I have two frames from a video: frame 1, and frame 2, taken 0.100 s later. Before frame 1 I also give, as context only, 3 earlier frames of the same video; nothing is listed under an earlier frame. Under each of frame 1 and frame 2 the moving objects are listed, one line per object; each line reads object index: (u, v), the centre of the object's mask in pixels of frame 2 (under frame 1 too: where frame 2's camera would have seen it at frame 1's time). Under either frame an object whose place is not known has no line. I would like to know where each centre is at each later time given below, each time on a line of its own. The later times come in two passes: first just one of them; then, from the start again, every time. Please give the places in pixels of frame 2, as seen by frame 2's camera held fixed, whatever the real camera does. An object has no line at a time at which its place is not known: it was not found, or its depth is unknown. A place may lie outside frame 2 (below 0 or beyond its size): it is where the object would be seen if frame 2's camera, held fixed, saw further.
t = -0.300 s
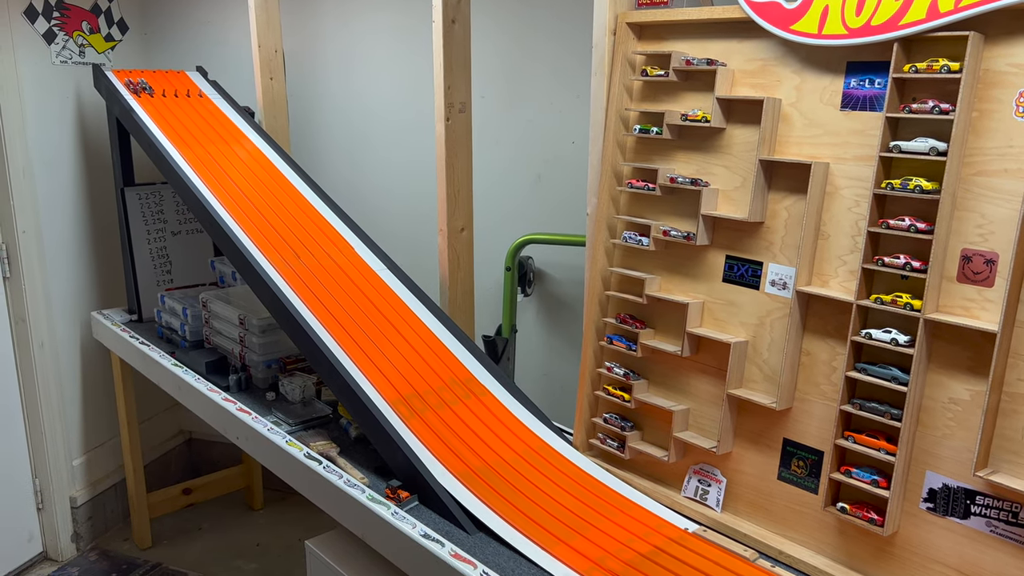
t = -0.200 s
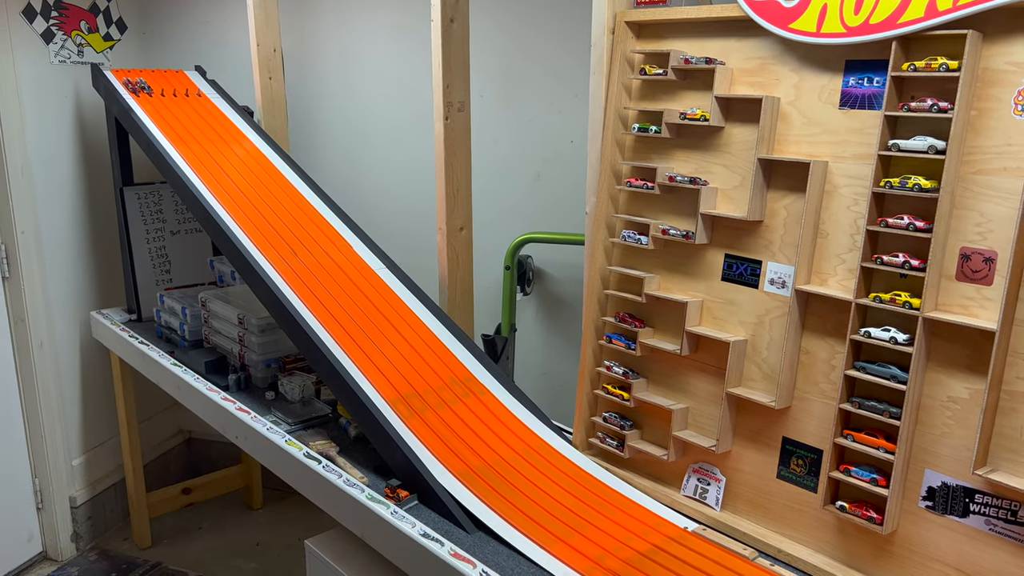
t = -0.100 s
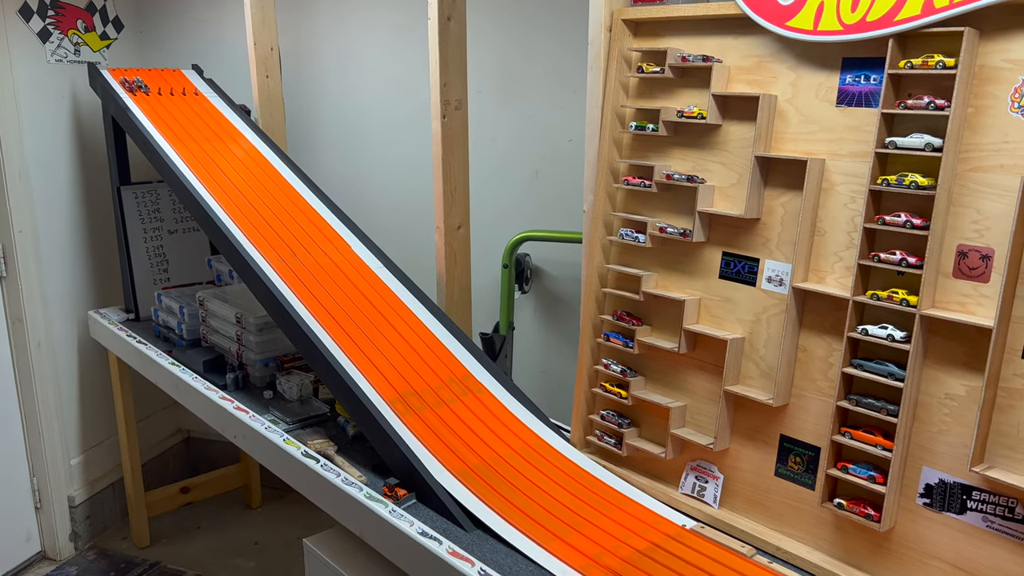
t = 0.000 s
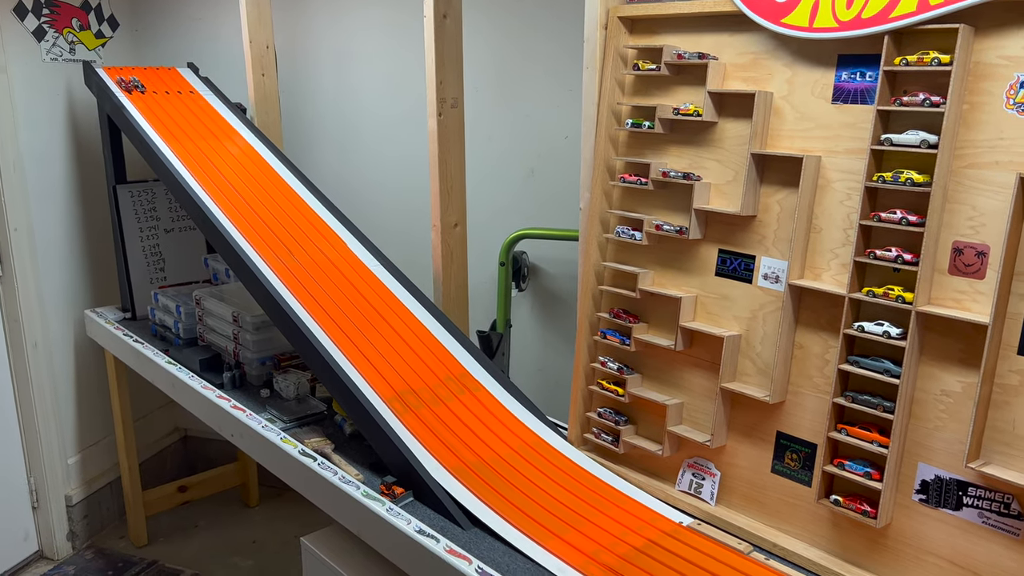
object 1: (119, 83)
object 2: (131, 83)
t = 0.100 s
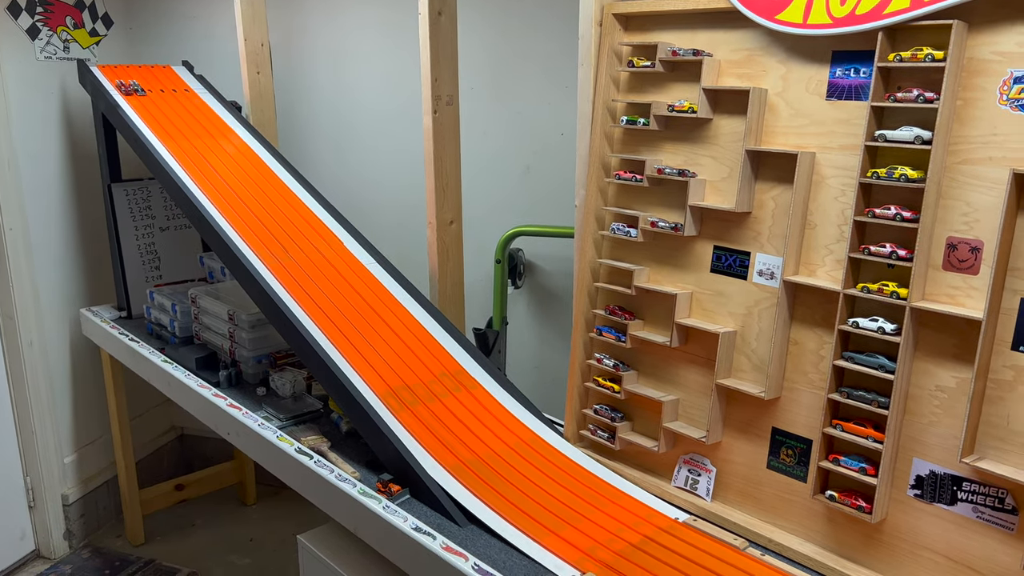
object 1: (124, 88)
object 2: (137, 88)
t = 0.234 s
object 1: (138, 103)
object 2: (151, 104)
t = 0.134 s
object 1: (126, 91)
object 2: (139, 91)
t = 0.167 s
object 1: (129, 94)
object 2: (143, 95)
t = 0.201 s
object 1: (133, 98)
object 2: (146, 99)
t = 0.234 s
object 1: (138, 103)
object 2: (151, 104)
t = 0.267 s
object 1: (142, 109)
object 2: (157, 110)
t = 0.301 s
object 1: (148, 115)
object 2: (162, 116)
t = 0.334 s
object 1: (154, 122)
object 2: (168, 123)
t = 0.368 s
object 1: (161, 130)
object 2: (175, 131)
